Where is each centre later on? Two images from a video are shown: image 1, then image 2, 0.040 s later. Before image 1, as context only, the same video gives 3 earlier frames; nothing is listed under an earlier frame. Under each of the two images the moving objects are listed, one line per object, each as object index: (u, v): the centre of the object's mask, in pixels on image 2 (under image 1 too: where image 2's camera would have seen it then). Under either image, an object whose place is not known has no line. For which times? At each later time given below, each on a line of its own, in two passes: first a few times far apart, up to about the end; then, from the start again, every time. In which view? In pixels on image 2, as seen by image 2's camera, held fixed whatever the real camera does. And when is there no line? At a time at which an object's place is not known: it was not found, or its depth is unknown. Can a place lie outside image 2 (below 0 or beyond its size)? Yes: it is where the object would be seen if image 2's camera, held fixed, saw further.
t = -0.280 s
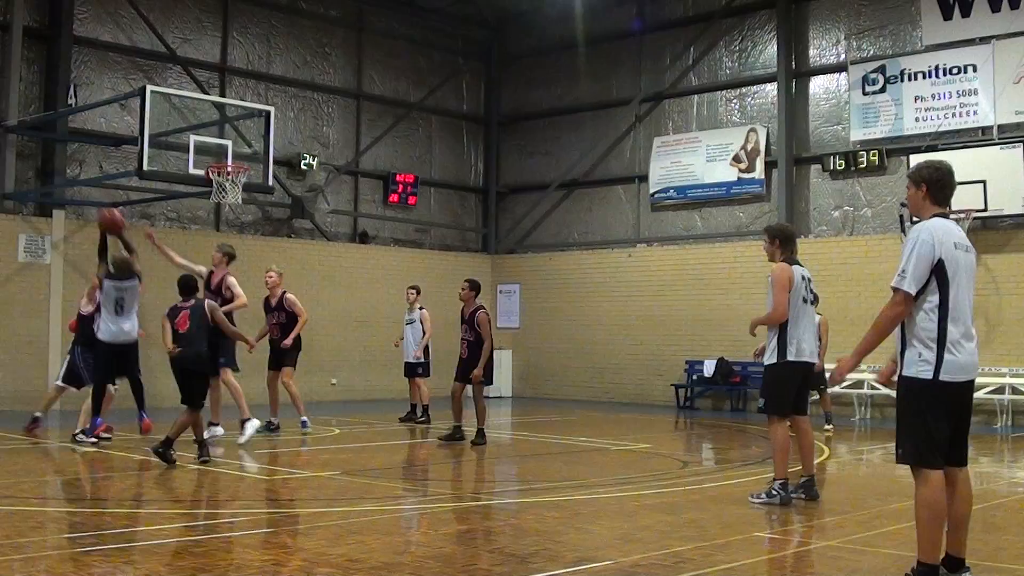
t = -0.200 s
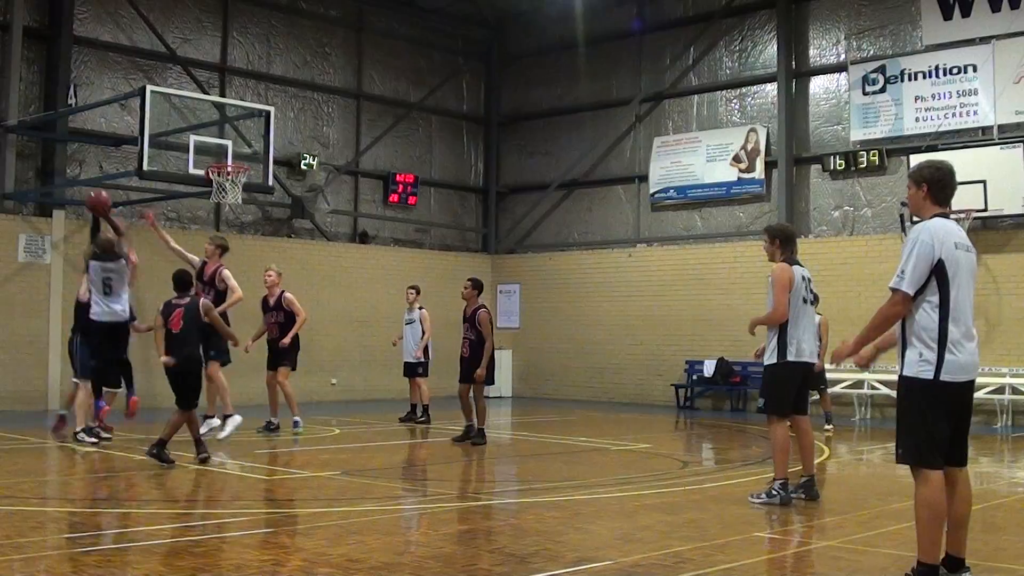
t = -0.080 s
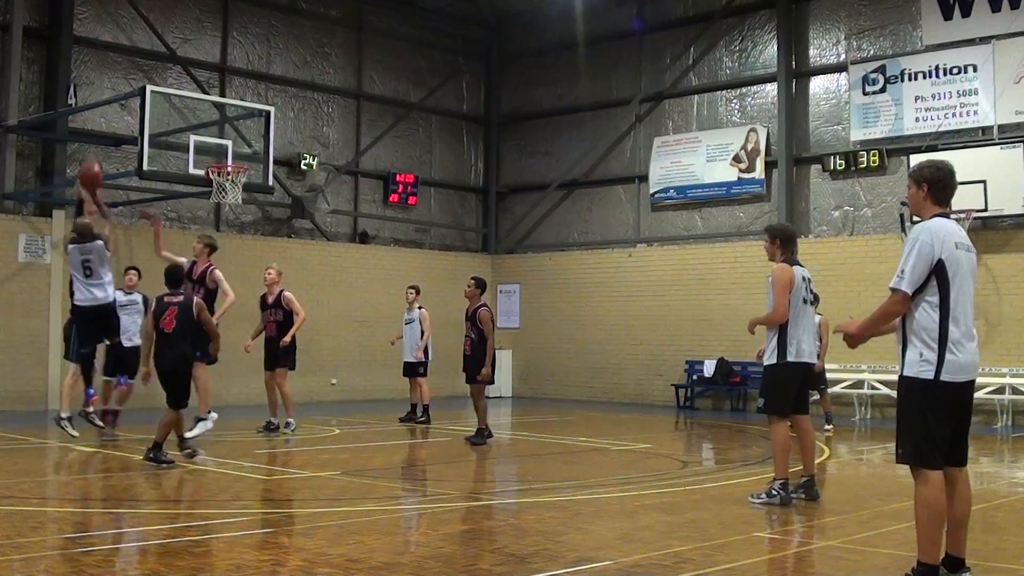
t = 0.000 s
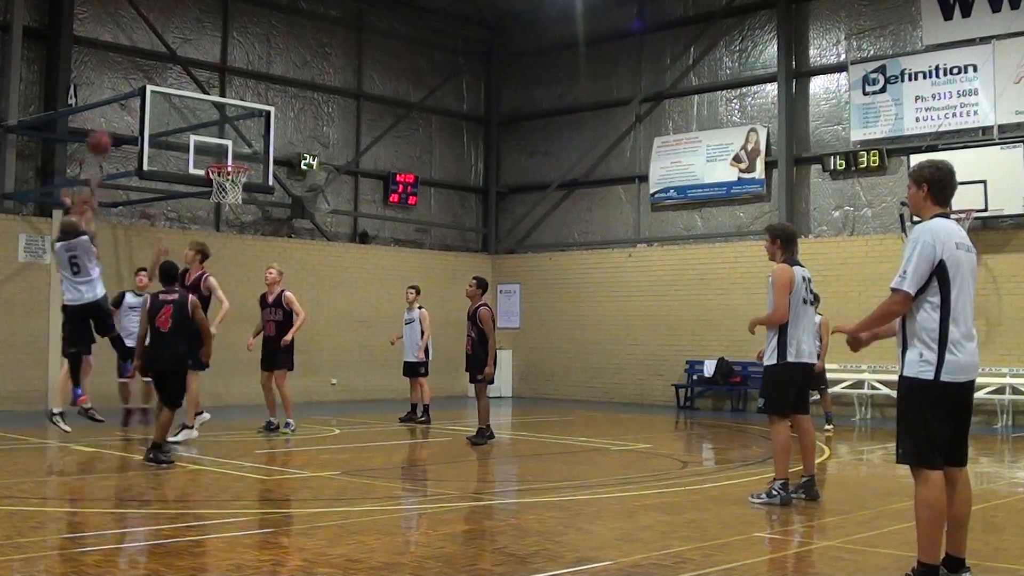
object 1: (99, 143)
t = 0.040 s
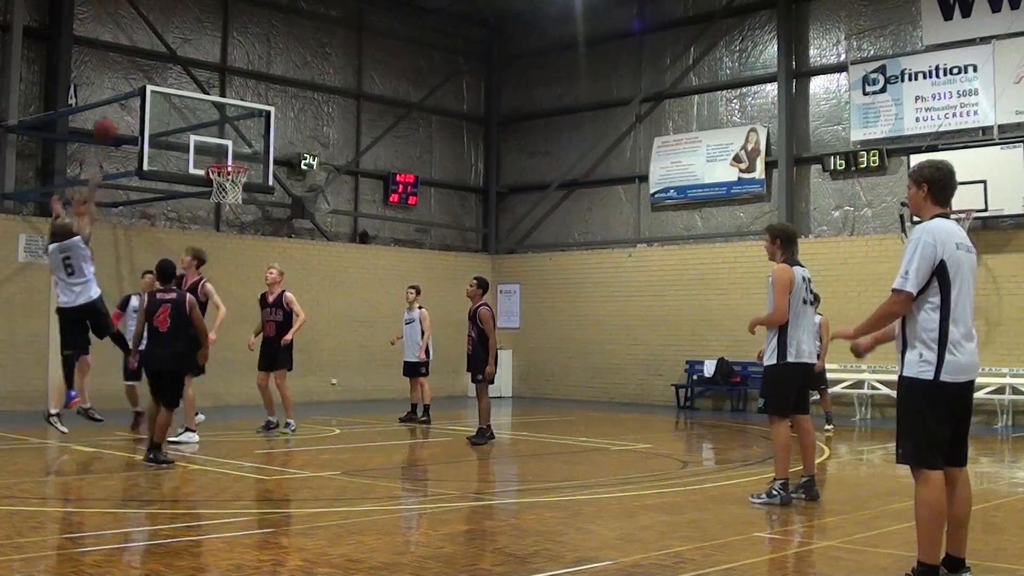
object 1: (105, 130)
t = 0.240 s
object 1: (133, 86)
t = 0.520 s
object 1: (165, 91)
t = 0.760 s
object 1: (199, 134)
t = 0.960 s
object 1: (226, 154)
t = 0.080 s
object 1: (111, 116)
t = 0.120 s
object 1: (117, 106)
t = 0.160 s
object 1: (122, 97)
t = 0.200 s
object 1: (127, 92)
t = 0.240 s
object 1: (133, 86)
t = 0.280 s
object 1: (137, 82)
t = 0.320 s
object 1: (142, 81)
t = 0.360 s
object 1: (147, 79)
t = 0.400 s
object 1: (151, 80)
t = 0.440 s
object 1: (156, 81)
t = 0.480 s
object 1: (160, 86)
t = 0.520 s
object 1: (165, 91)
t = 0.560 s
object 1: (168, 97)
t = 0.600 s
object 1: (172, 105)
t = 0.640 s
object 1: (176, 112)
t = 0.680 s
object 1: (183, 118)
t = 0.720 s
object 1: (192, 125)
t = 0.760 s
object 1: (199, 134)
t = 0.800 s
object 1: (207, 143)
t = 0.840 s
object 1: (216, 156)
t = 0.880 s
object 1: (219, 156)
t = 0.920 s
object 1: (222, 154)
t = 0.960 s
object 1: (226, 154)
